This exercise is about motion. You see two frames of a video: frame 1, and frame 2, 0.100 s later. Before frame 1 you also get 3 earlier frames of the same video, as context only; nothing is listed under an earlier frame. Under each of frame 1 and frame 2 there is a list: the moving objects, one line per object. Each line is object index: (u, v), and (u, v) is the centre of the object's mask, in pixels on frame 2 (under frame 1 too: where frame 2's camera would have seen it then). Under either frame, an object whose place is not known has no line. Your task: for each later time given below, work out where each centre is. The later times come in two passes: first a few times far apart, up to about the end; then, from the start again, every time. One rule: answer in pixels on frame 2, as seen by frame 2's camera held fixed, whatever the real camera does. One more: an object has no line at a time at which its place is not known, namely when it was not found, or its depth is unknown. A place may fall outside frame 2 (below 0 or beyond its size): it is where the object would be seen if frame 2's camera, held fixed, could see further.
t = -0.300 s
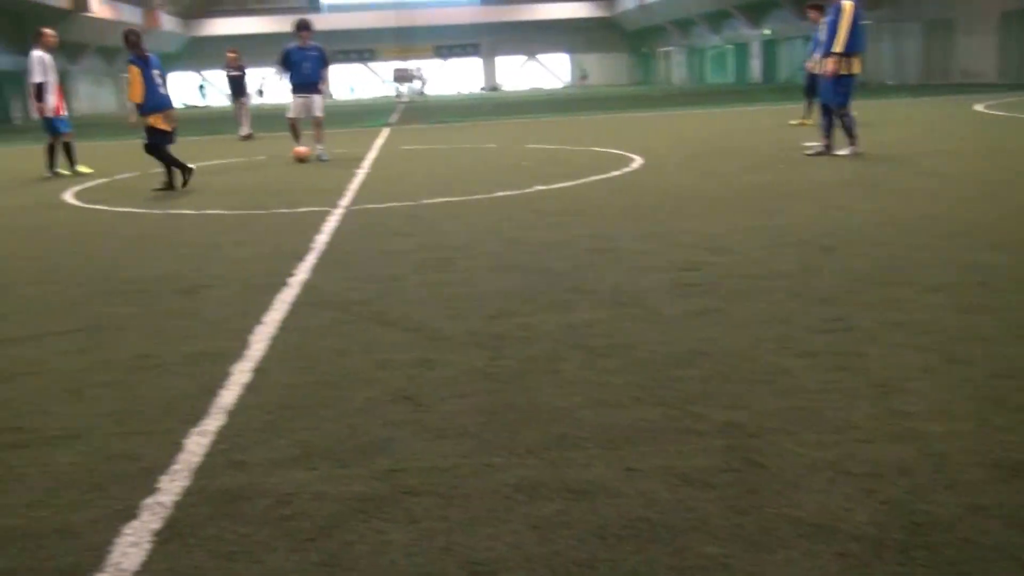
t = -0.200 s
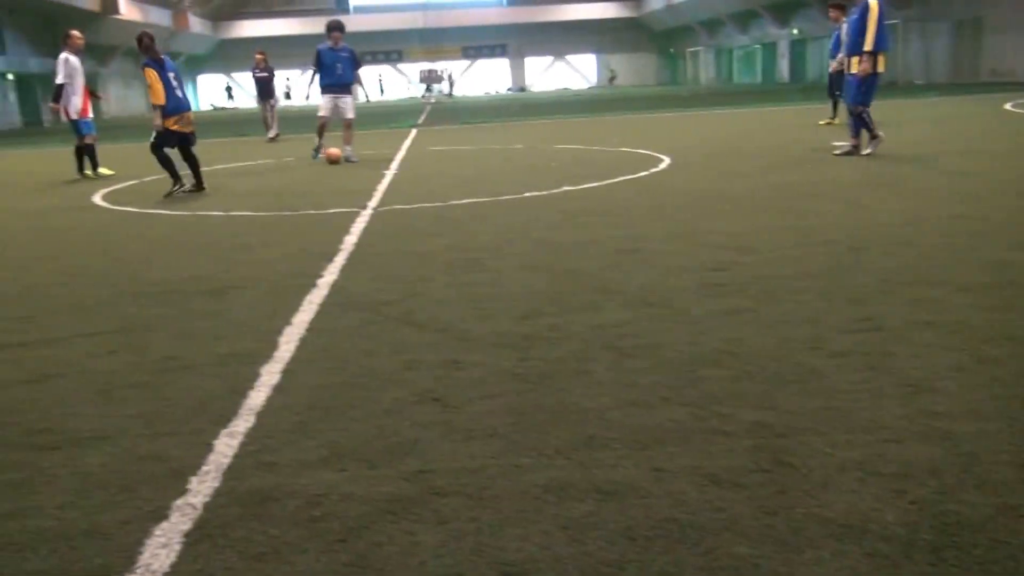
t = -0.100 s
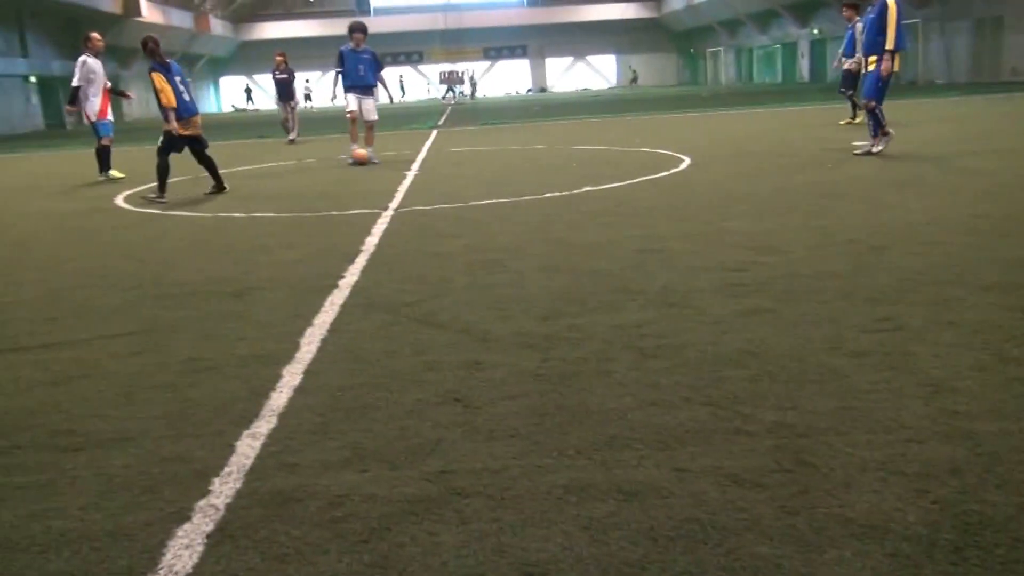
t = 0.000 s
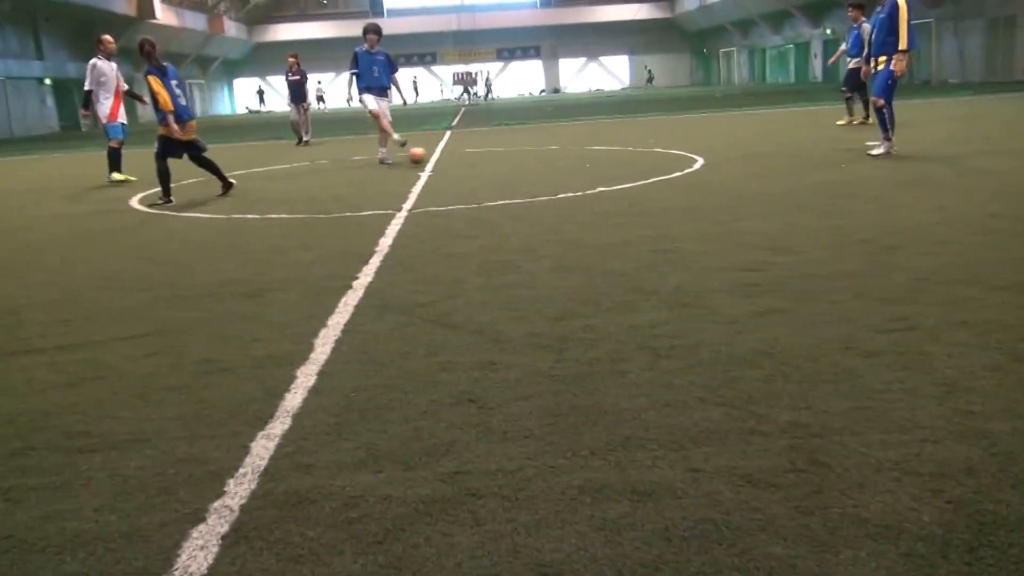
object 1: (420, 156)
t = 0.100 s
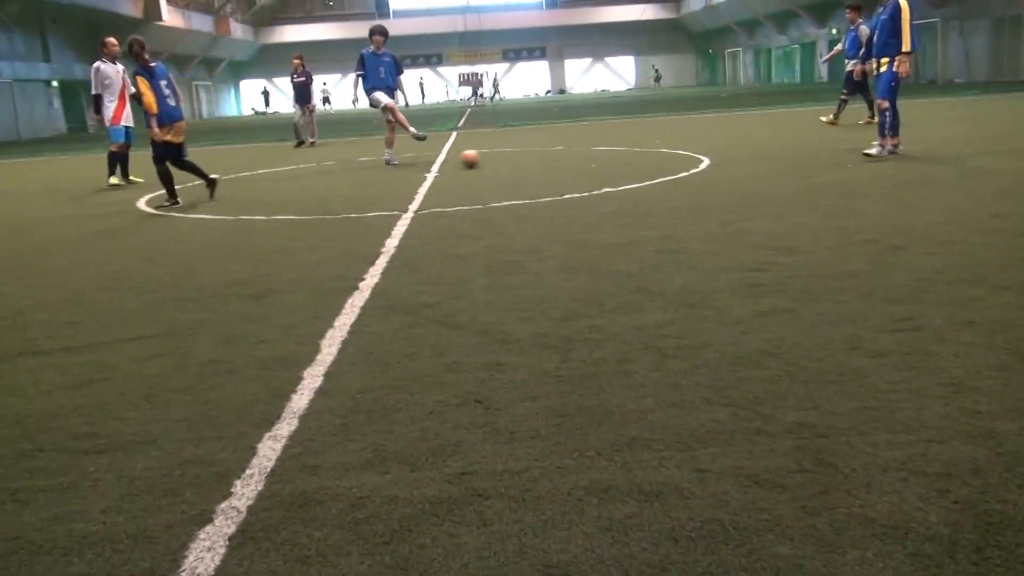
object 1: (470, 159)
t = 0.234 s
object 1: (525, 159)
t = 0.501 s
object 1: (626, 158)
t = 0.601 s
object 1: (665, 157)
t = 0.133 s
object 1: (484, 157)
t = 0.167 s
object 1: (497, 156)
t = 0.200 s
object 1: (510, 156)
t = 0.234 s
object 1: (525, 159)
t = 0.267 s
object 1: (539, 160)
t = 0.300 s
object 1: (551, 158)
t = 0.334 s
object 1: (565, 158)
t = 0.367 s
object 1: (577, 159)
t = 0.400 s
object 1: (589, 158)
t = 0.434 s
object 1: (602, 158)
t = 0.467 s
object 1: (614, 158)
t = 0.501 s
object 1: (626, 158)
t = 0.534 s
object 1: (639, 158)
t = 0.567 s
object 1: (652, 157)
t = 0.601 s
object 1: (665, 157)
